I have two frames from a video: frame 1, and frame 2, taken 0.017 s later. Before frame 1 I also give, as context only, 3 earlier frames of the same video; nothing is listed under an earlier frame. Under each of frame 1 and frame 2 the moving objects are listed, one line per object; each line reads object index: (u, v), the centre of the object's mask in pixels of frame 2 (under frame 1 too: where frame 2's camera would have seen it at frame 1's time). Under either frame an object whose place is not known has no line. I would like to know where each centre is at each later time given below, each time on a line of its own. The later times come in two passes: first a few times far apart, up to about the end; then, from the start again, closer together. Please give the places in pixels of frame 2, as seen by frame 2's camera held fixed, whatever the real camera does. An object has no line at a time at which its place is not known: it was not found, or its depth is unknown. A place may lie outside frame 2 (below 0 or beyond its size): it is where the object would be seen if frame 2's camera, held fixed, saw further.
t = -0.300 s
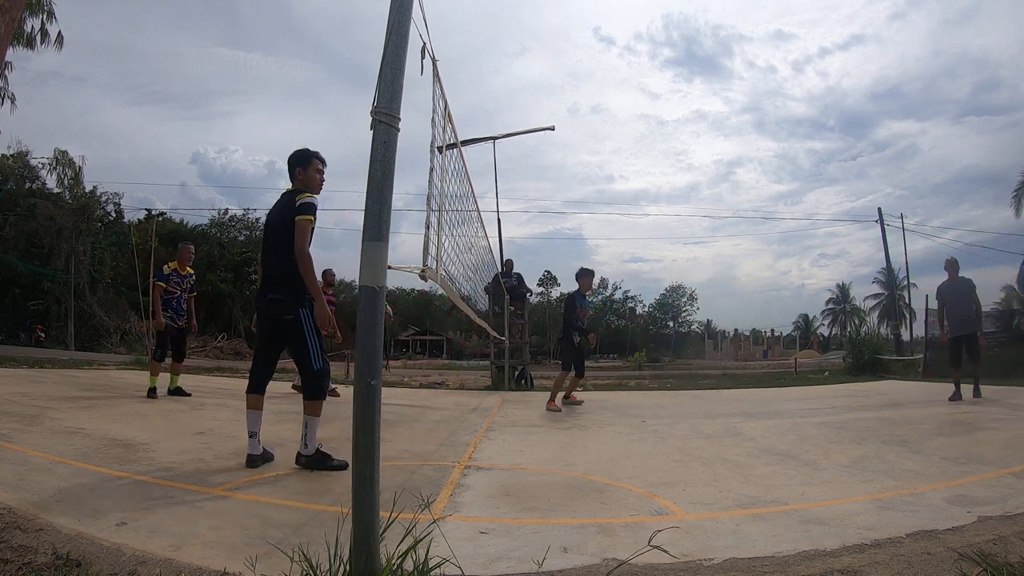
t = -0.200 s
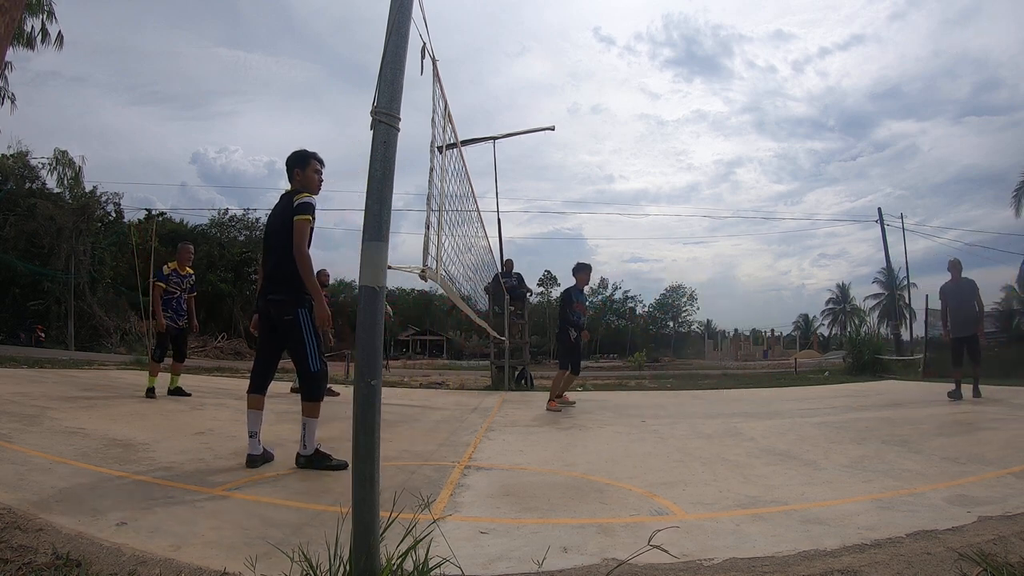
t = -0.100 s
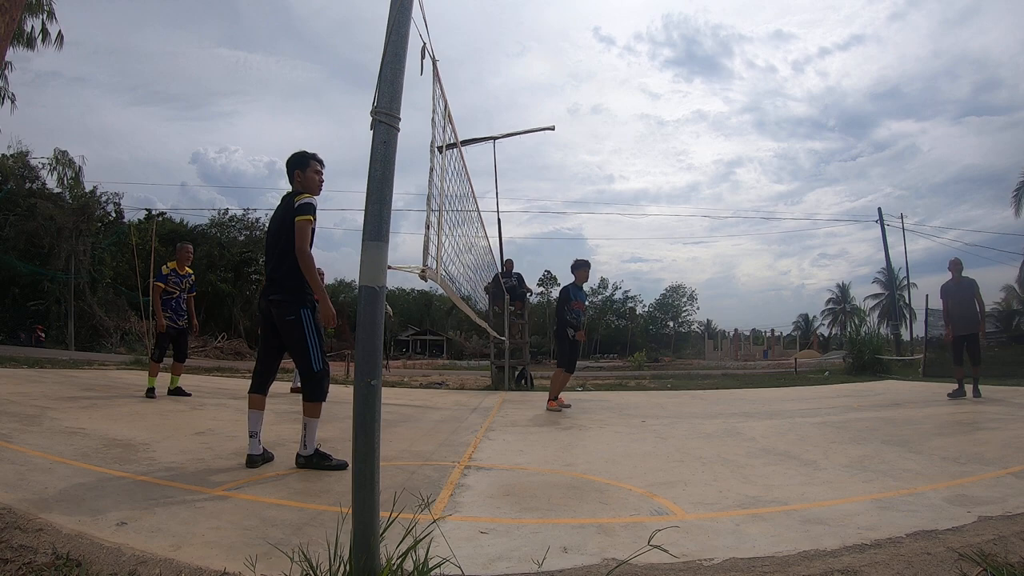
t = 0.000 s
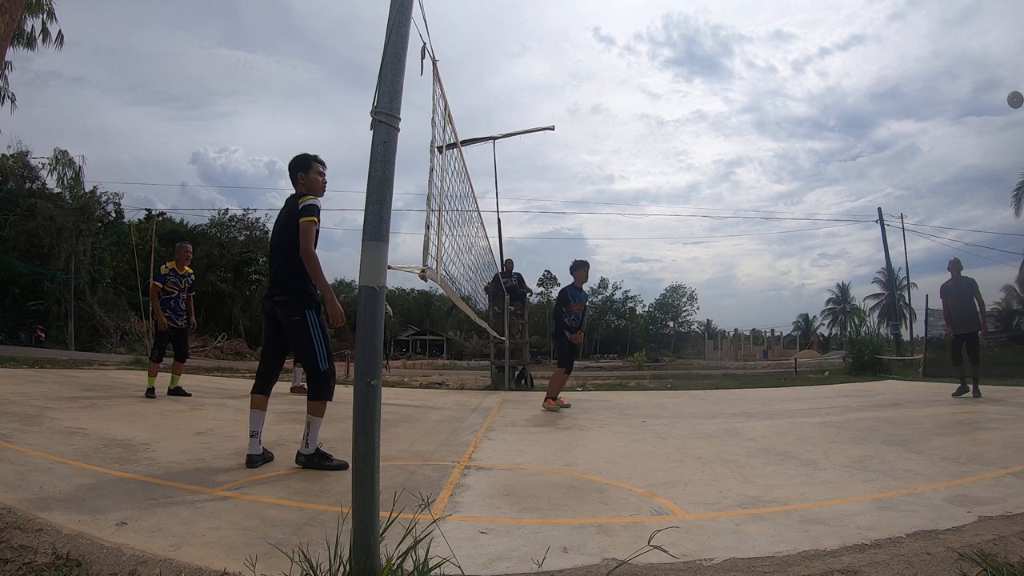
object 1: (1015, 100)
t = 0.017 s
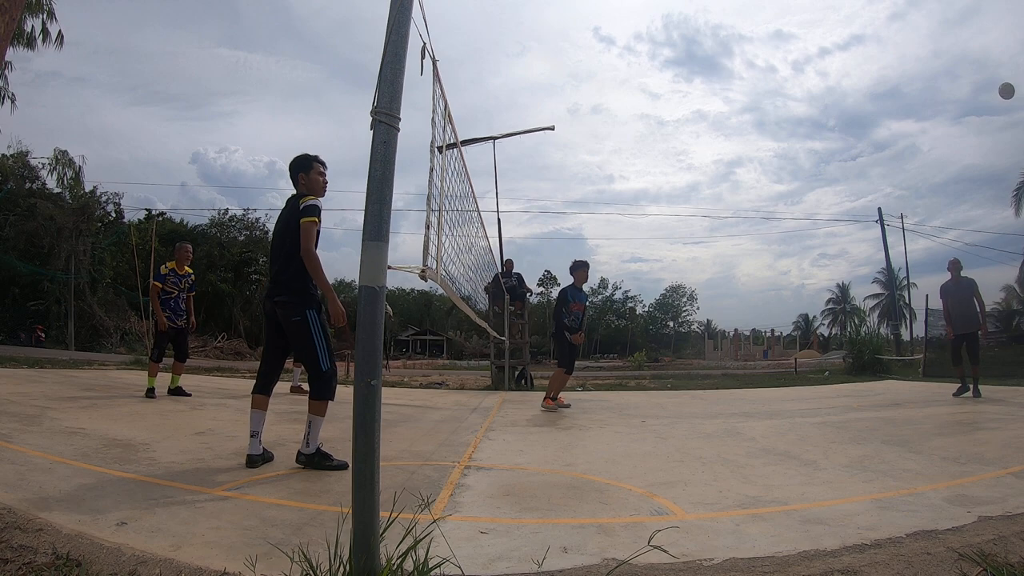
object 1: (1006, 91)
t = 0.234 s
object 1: (910, 22)
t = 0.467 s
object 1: (836, 13)
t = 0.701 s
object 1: (783, 50)
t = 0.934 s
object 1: (741, 127)
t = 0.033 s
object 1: (998, 83)
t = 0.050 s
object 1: (989, 75)
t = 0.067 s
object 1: (981, 68)
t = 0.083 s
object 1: (973, 61)
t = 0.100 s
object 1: (965, 55)
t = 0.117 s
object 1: (958, 50)
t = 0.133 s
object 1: (950, 44)
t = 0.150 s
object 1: (943, 40)
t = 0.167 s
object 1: (936, 35)
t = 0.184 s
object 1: (929, 31)
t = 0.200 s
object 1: (922, 28)
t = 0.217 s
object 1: (916, 25)
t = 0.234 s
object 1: (910, 22)
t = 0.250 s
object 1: (903, 19)
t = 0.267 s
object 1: (897, 17)
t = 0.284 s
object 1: (892, 15)
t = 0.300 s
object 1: (886, 14)
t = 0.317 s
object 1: (880, 13)
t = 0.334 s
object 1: (875, 12)
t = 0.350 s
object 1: (869, 11)
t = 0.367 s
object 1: (864, 10)
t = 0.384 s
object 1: (859, 10)
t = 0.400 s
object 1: (854, 10)
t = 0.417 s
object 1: (849, 11)
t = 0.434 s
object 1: (845, 11)
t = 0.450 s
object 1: (840, 12)
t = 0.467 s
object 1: (836, 13)
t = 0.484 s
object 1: (831, 14)
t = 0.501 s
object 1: (827, 16)
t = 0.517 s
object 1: (823, 18)
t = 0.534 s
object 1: (819, 19)
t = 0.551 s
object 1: (815, 22)
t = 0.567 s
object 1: (811, 24)
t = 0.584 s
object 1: (807, 26)
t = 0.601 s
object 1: (804, 29)
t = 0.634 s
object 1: (796, 35)
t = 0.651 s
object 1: (793, 39)
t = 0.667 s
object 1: (789, 42)
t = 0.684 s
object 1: (786, 46)
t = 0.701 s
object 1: (783, 50)
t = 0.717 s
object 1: (780, 54)
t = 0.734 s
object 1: (776, 58)
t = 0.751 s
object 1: (773, 63)
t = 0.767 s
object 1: (770, 68)
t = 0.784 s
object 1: (767, 73)
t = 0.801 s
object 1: (764, 78)
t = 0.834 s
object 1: (758, 89)
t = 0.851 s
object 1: (755, 95)
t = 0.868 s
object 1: (752, 101)
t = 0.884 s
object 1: (749, 107)
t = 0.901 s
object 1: (746, 113)
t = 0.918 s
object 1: (743, 120)
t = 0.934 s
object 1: (741, 127)
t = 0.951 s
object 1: (738, 134)
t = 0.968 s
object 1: (735, 141)
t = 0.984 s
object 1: (732, 148)
